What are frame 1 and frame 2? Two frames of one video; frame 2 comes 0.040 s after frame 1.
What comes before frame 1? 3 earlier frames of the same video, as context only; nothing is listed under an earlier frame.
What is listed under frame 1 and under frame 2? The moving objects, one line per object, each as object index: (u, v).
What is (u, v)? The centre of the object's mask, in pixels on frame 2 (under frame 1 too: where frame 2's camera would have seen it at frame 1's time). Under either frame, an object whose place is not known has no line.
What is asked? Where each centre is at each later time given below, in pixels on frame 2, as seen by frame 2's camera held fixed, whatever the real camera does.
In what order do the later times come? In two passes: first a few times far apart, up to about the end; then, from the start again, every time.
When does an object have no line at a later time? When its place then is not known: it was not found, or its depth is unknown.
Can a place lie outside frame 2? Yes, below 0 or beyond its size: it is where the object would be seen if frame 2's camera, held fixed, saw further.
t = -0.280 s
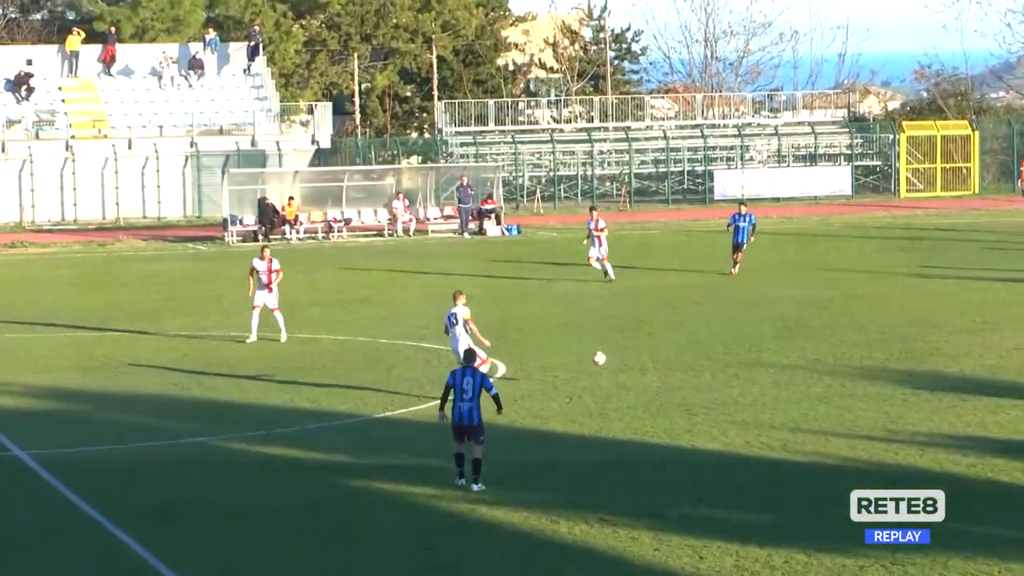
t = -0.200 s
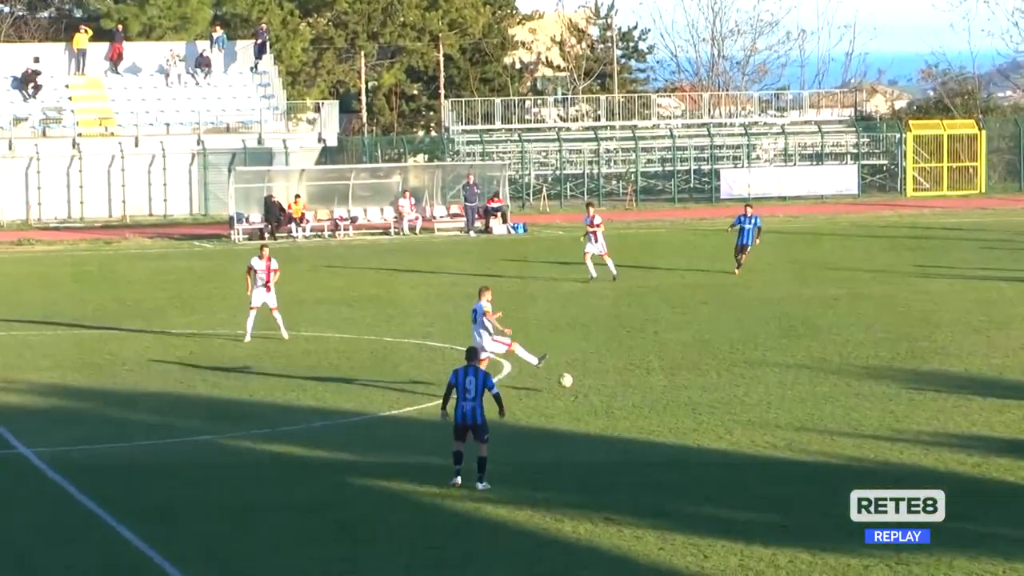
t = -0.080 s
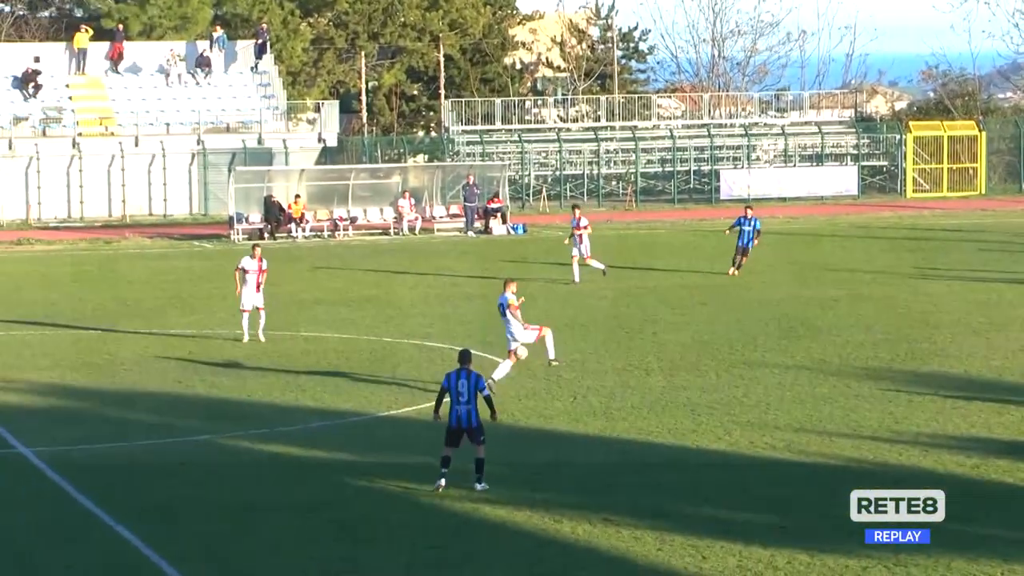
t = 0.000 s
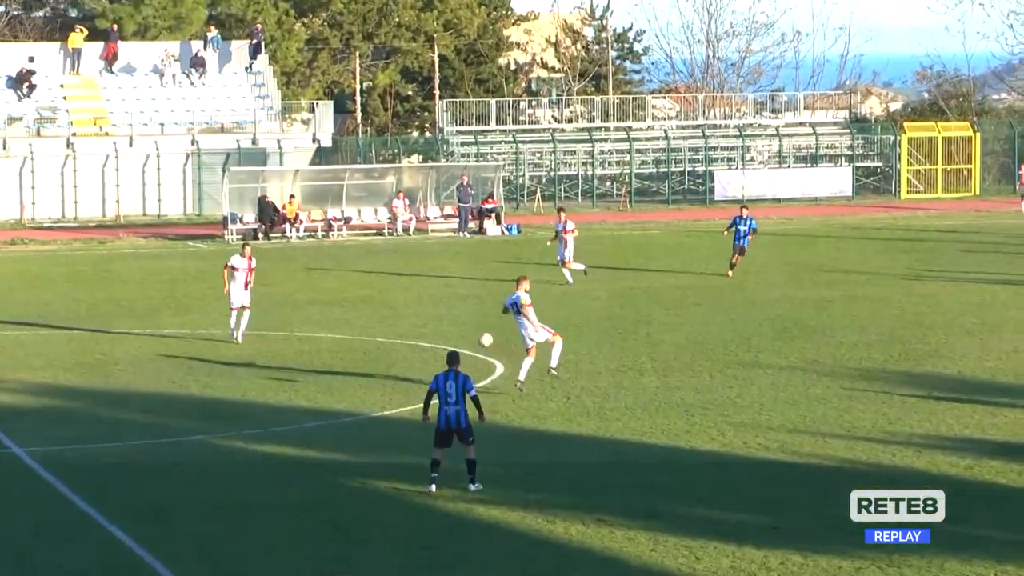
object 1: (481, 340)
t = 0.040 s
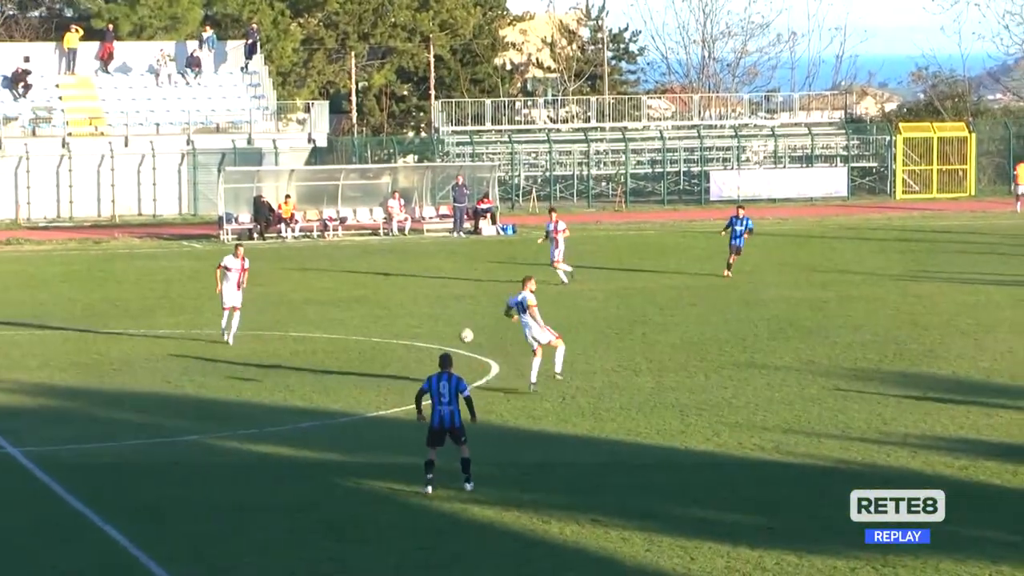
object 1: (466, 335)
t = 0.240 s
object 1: (394, 325)
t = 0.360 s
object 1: (348, 331)
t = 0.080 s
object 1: (451, 332)
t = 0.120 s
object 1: (437, 328)
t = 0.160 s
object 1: (423, 326)
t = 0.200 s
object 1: (408, 325)
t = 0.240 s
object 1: (394, 325)
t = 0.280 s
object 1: (379, 325)
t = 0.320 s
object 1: (364, 327)
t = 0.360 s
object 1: (348, 331)
